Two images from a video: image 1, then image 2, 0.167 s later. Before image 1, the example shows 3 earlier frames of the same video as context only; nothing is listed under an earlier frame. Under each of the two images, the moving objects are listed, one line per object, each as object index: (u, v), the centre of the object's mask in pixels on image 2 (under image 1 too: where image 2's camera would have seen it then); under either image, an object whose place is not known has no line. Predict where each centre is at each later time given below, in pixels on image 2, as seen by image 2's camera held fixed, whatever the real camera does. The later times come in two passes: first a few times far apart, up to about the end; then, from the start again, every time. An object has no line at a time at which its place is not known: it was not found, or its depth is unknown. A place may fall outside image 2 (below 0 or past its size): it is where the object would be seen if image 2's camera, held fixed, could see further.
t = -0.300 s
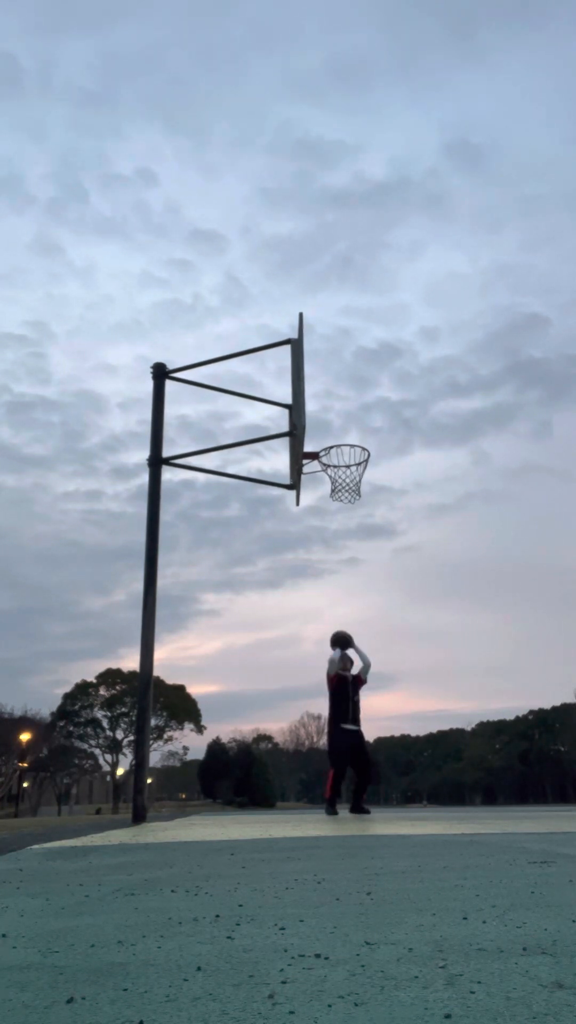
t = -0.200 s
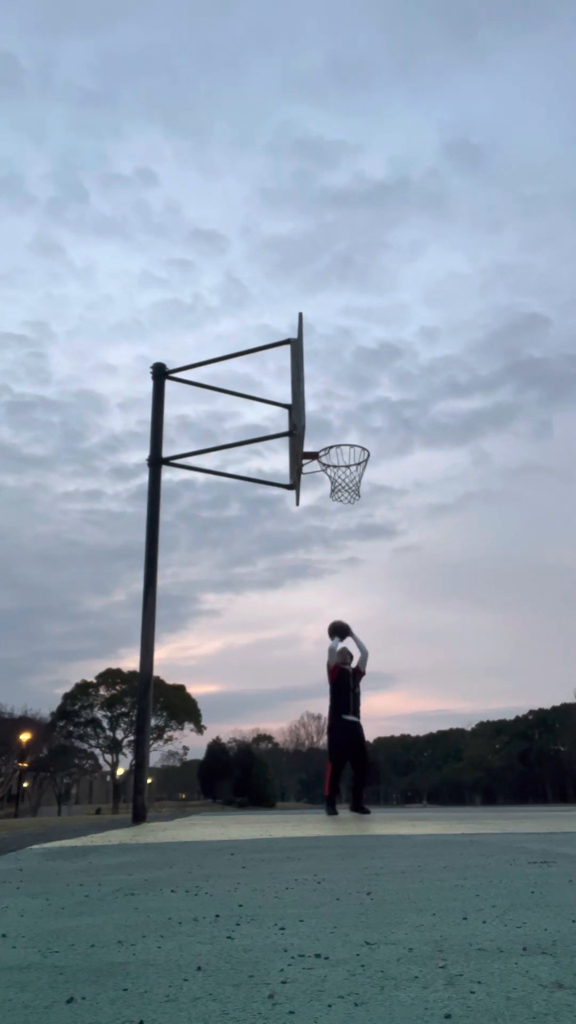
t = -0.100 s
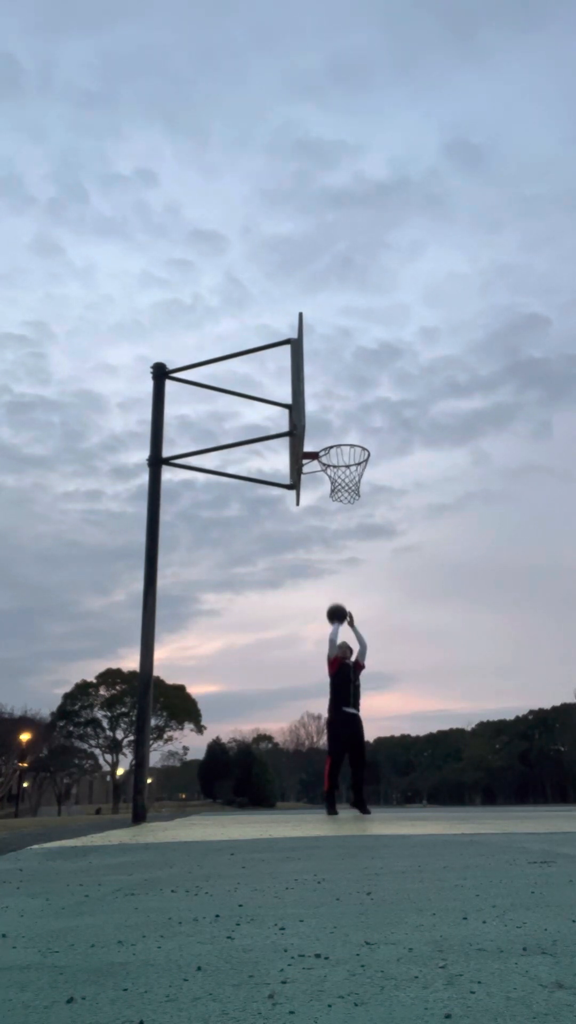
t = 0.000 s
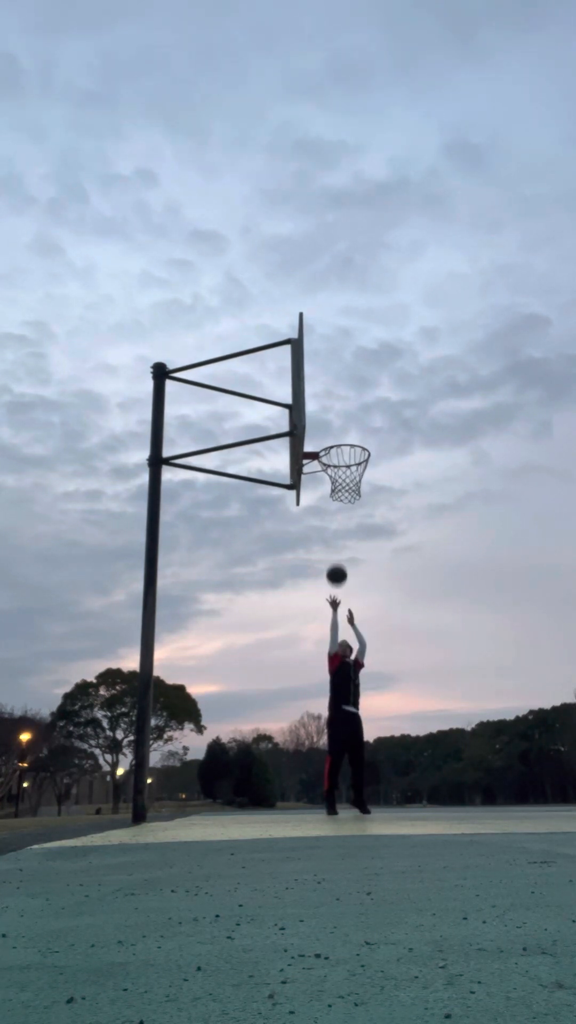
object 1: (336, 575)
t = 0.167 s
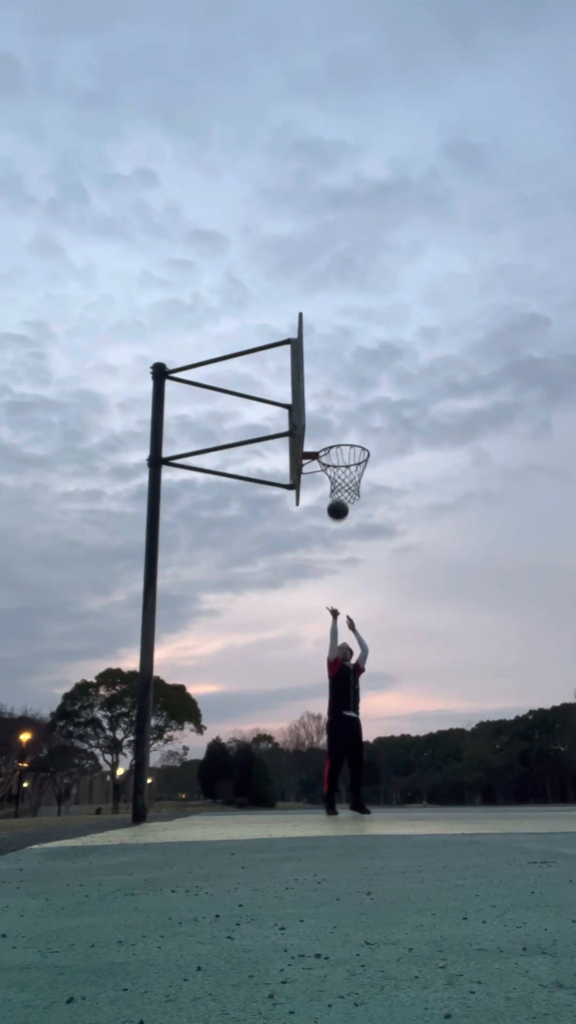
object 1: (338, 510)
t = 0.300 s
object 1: (339, 472)
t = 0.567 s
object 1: (346, 437)
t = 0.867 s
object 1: (328, 474)
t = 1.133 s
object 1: (333, 490)
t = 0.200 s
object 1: (338, 500)
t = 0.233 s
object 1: (338, 490)
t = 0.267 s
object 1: (338, 481)
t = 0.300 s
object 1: (339, 472)
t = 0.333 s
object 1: (340, 465)
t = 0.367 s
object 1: (340, 458)
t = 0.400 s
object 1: (341, 453)
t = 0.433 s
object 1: (342, 448)
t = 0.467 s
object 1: (343, 444)
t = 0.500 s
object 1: (344, 440)
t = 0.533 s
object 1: (345, 438)
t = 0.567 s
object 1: (346, 437)
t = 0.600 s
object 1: (347, 437)
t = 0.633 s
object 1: (348, 438)
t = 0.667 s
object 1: (349, 439)
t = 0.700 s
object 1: (351, 442)
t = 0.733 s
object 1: (352, 446)
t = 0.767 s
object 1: (350, 452)
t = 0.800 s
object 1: (343, 458)
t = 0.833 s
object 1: (335, 466)
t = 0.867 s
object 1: (328, 474)
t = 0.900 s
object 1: (323, 479)
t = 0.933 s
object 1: (321, 481)
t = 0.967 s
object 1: (321, 481)
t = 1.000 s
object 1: (322, 482)
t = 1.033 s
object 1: (324, 483)
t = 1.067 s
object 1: (326, 486)
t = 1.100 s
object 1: (329, 488)
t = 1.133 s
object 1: (333, 490)
